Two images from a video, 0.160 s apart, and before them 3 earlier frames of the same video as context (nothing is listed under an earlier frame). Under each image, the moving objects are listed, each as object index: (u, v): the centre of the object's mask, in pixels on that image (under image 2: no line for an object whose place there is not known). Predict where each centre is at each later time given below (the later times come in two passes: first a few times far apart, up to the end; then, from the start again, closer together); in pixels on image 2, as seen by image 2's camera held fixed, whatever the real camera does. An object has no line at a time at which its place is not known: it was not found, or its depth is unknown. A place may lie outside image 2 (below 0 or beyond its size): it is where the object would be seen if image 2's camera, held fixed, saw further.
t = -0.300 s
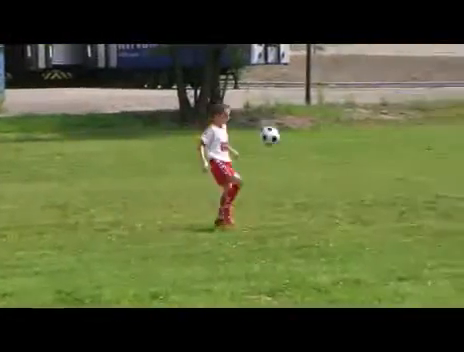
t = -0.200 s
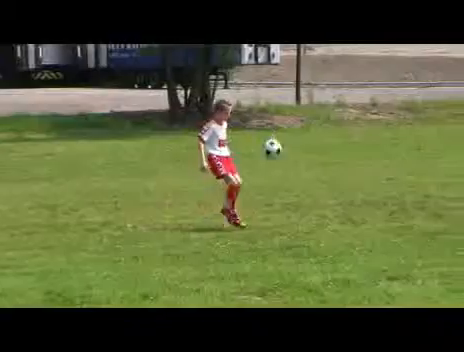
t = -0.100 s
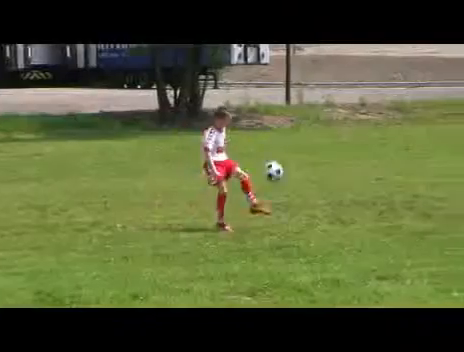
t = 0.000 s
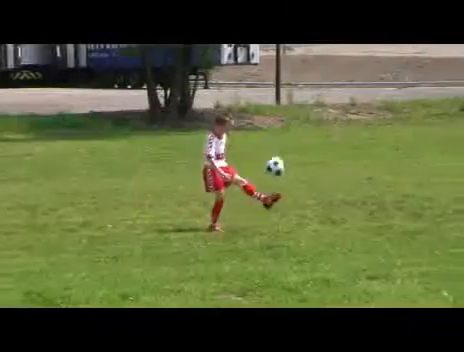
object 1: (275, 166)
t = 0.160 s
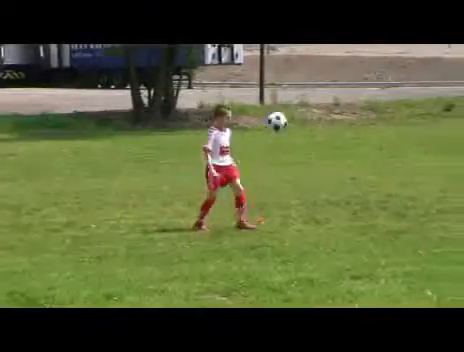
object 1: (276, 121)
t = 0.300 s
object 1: (293, 101)
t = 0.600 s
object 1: (327, 118)
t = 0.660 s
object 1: (335, 132)
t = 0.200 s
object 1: (281, 113)
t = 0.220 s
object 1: (283, 110)
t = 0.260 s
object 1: (287, 104)
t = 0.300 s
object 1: (293, 101)
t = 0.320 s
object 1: (295, 100)
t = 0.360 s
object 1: (300, 97)
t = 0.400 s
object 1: (303, 97)
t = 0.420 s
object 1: (305, 97)
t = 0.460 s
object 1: (311, 100)
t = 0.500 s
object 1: (317, 103)
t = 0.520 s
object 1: (318, 104)
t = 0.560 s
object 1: (324, 111)
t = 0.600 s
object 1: (327, 118)
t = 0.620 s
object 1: (330, 122)
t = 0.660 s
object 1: (335, 132)
